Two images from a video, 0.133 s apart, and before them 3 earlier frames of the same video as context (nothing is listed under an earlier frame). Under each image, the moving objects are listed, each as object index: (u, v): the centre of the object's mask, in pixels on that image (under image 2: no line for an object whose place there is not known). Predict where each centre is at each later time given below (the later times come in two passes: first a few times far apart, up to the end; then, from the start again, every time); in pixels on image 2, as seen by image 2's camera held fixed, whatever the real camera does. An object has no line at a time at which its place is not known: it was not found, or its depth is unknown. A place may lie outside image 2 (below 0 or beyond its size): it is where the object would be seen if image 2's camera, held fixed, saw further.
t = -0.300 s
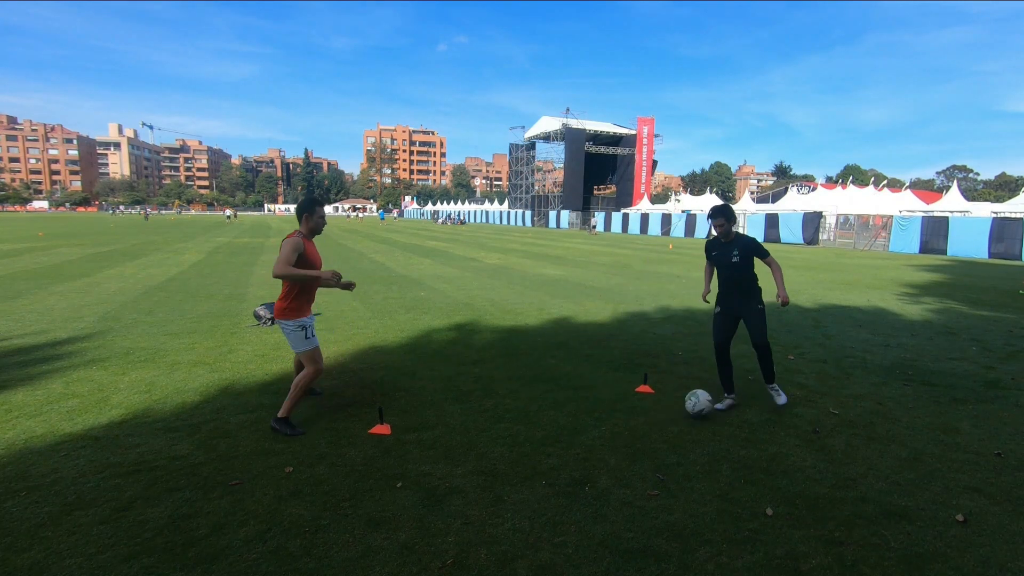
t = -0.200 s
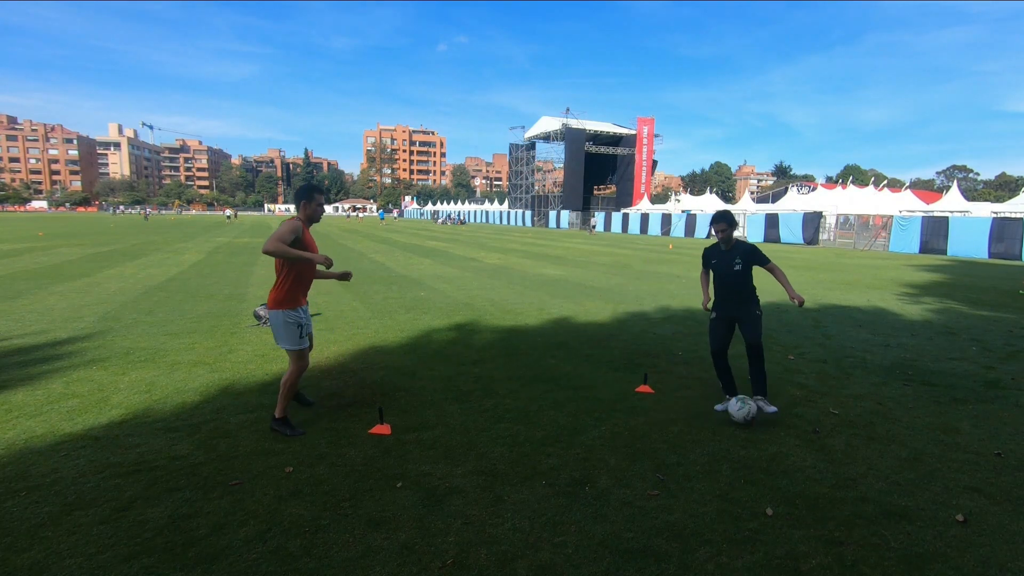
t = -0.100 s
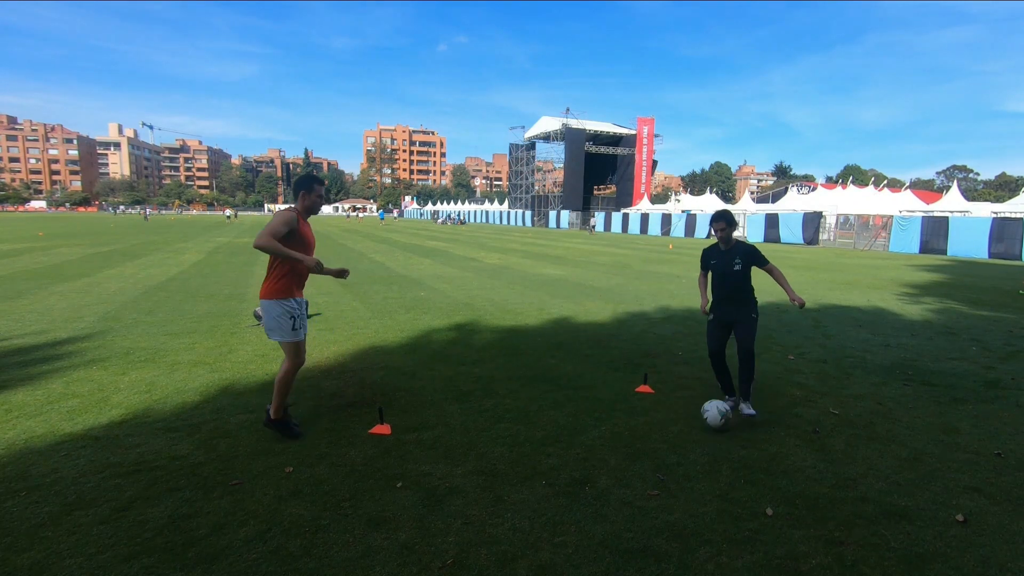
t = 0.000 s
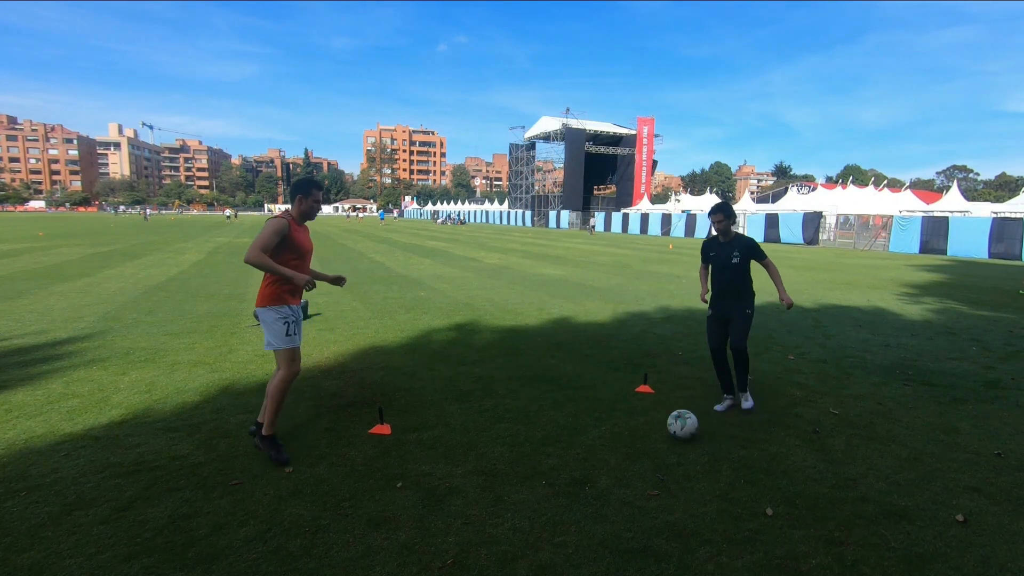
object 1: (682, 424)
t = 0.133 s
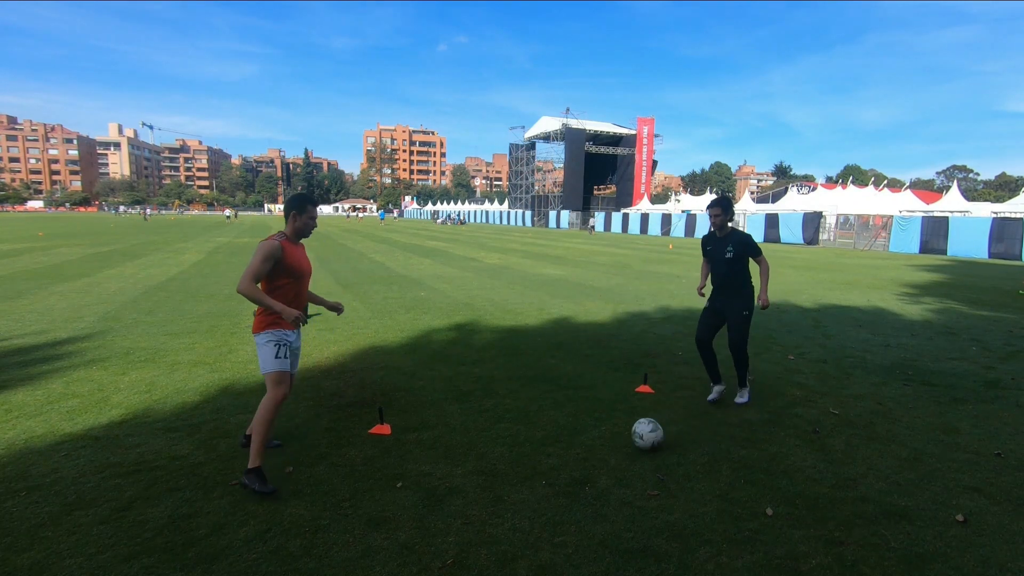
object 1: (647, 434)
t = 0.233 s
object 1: (625, 440)
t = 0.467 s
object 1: (569, 458)
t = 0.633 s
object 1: (525, 473)
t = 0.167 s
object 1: (639, 436)
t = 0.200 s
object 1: (632, 438)
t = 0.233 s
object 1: (625, 440)
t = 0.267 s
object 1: (617, 442)
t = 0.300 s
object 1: (609, 446)
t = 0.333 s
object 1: (601, 447)
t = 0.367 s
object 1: (594, 451)
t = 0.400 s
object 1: (585, 454)
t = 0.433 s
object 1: (577, 456)
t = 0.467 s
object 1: (569, 458)
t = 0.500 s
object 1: (560, 463)
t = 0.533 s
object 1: (552, 465)
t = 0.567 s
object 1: (543, 467)
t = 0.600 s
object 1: (534, 470)
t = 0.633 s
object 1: (525, 473)
